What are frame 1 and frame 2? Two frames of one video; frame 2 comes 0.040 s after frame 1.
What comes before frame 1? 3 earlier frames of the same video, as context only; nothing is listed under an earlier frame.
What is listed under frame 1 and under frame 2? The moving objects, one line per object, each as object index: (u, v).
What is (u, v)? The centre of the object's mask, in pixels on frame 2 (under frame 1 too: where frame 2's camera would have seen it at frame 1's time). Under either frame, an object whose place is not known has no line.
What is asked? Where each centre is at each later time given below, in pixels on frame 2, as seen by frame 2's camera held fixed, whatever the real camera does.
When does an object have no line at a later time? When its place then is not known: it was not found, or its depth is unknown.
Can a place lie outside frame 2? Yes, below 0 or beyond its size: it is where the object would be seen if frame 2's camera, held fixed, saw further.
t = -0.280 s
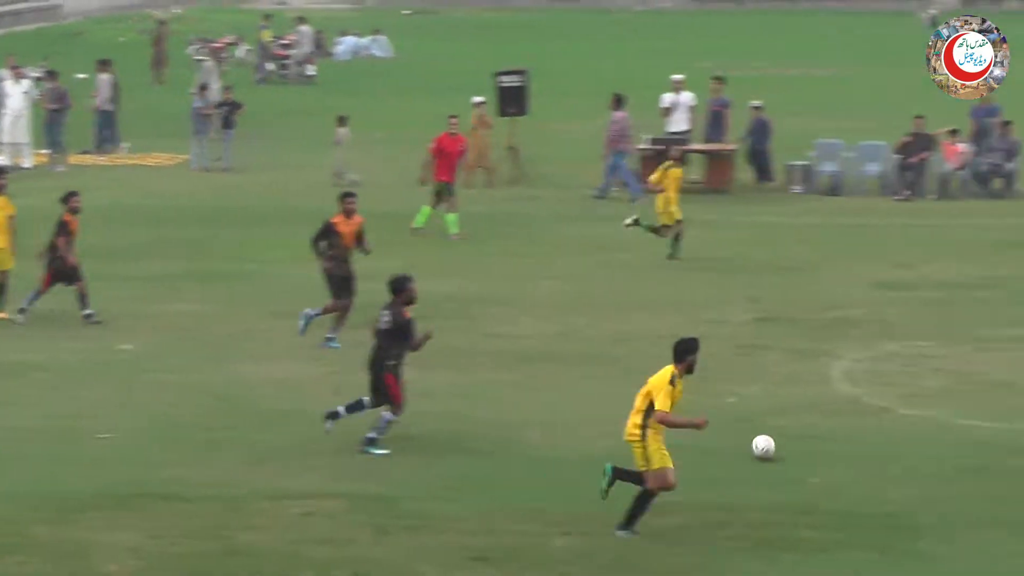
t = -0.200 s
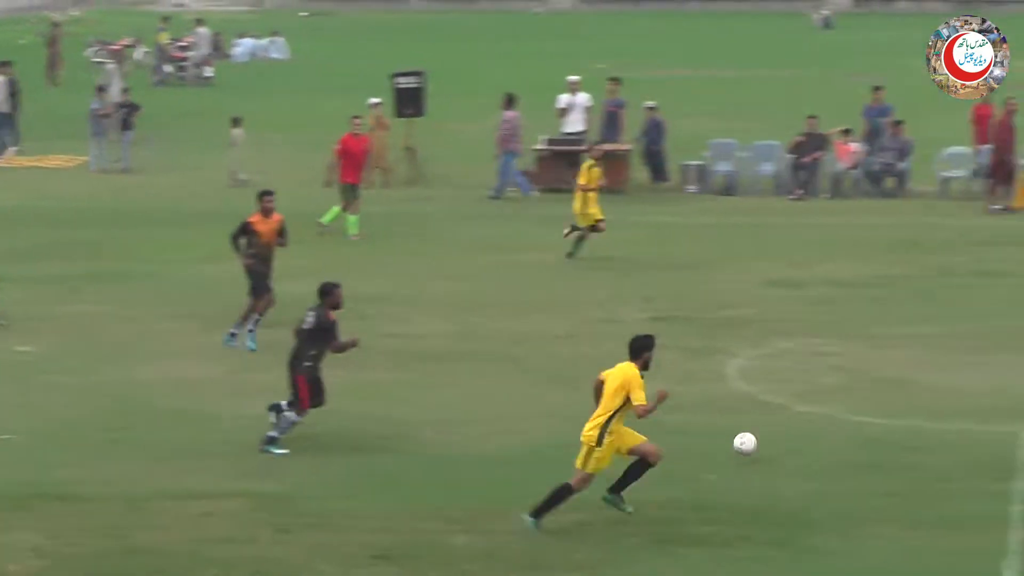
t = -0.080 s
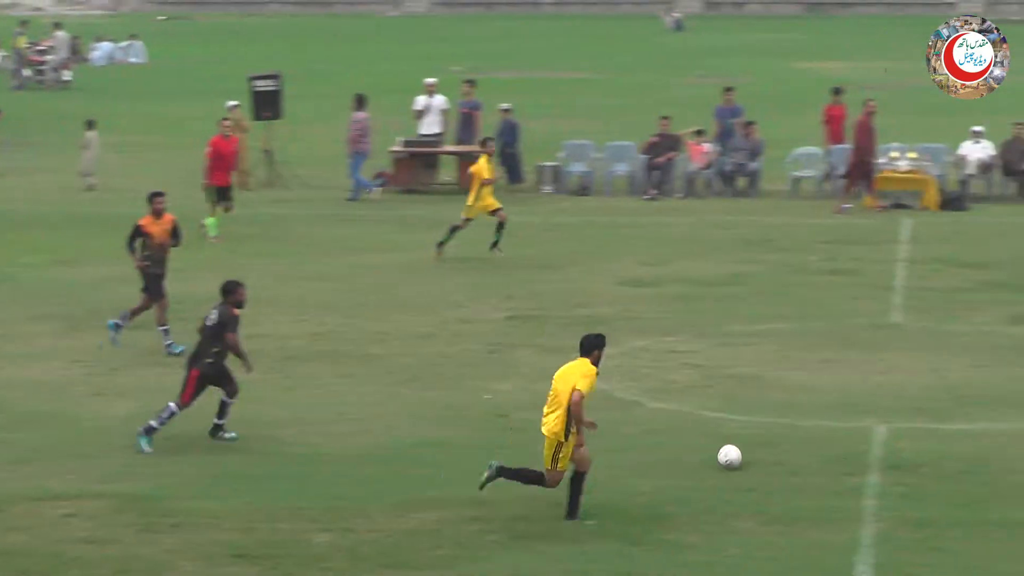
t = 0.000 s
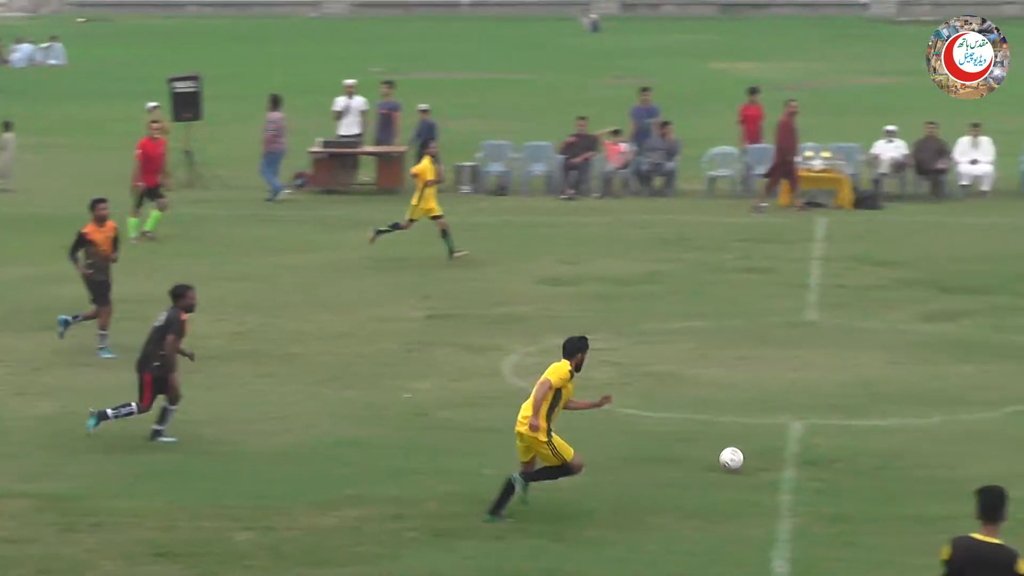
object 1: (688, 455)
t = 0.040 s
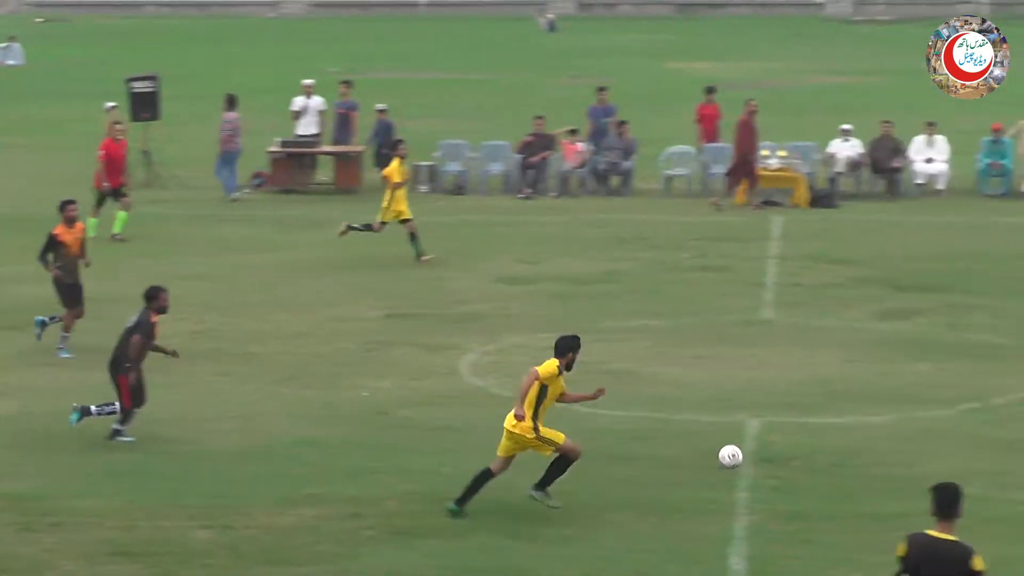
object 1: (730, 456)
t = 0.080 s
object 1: (774, 458)
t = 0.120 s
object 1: (817, 464)
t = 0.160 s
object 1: (861, 471)
